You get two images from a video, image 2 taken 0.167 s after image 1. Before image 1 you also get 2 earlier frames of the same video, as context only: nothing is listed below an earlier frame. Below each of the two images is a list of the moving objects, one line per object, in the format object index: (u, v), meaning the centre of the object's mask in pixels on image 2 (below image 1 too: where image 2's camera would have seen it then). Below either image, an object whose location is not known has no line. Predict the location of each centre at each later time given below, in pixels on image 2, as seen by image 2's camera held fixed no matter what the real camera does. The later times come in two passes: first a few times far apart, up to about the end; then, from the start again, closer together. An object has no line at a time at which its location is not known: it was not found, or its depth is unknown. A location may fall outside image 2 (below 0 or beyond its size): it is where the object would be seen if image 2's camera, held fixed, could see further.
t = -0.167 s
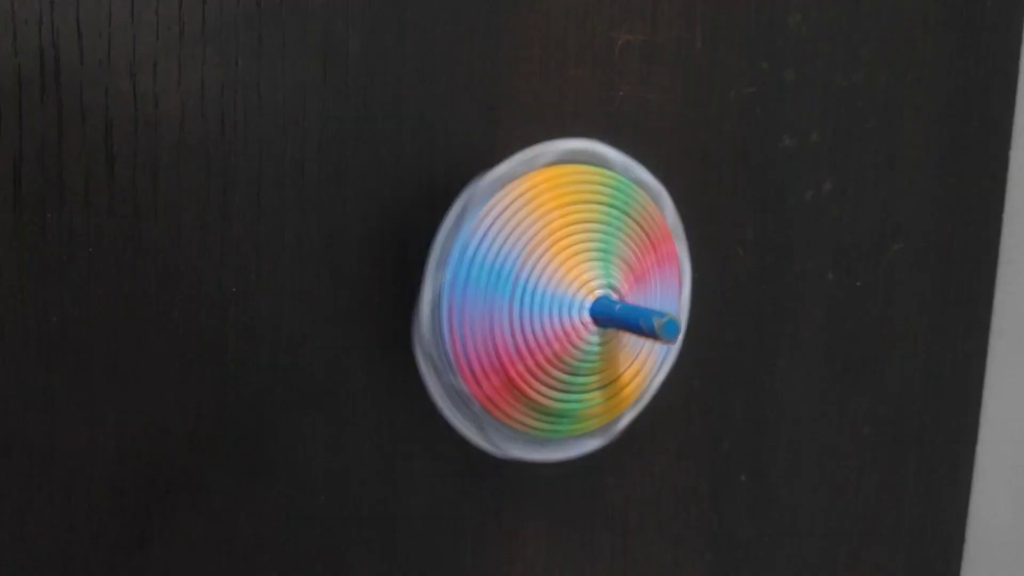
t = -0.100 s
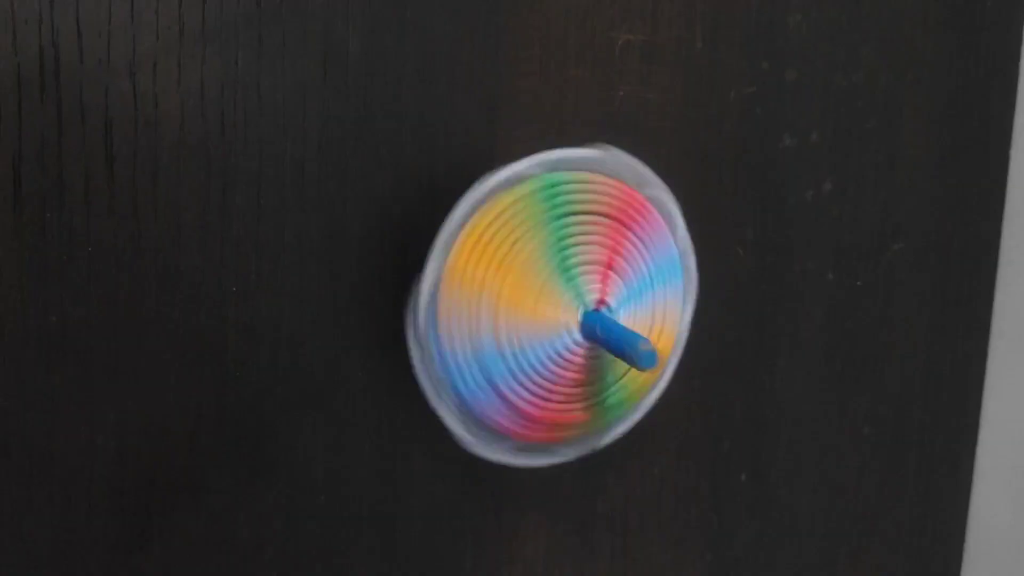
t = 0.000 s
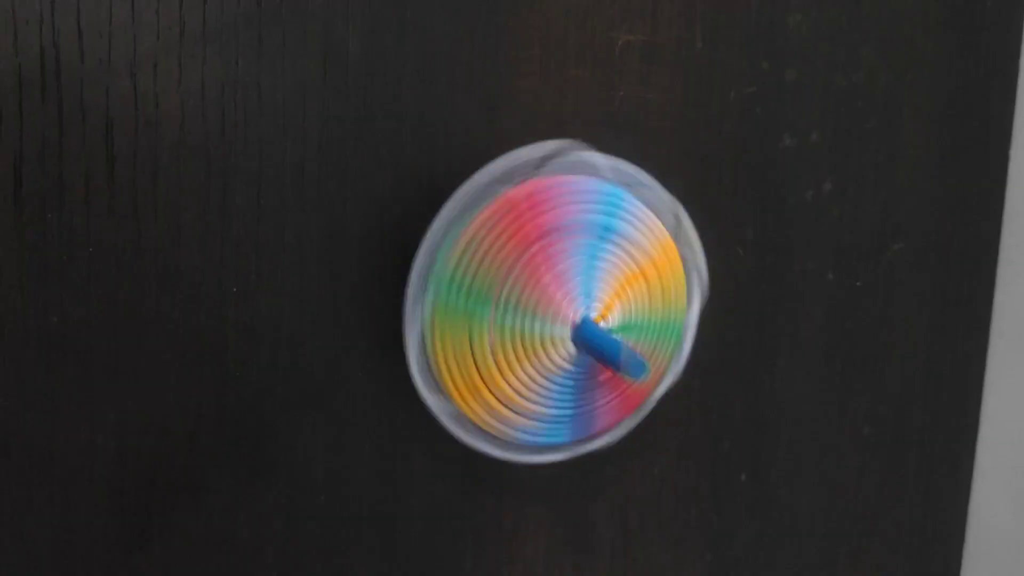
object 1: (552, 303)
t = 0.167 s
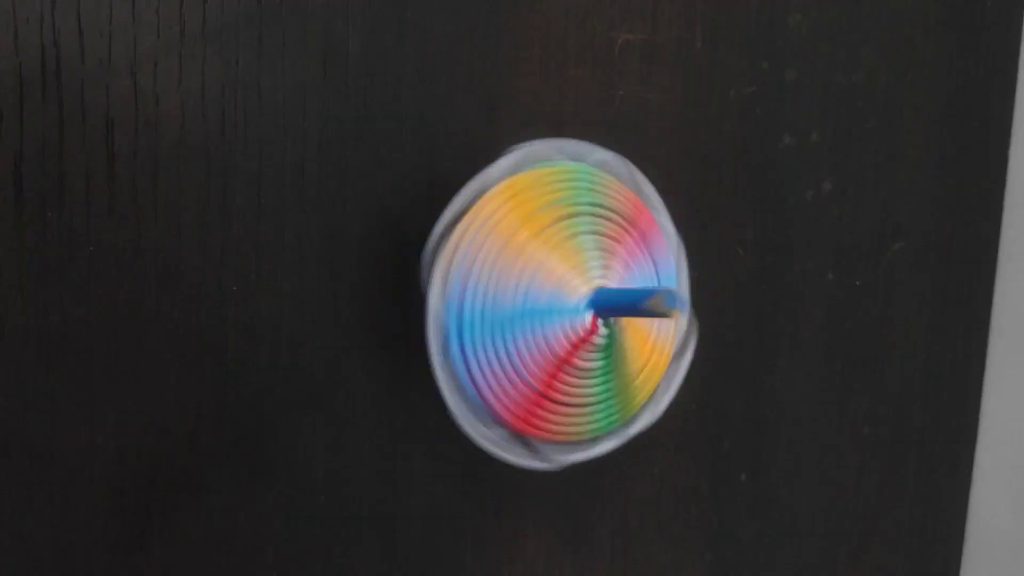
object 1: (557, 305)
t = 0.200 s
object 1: (564, 316)
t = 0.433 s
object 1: (562, 318)
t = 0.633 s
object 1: (557, 303)
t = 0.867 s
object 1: (557, 312)
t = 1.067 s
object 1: (567, 319)
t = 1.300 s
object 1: (557, 318)
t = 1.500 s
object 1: (559, 326)
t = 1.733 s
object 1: (560, 330)
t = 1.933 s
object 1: (557, 332)
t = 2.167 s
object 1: (560, 358)
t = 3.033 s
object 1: (544, 304)
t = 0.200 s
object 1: (564, 316)
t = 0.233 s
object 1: (554, 307)
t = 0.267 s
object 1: (555, 306)
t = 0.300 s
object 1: (555, 304)
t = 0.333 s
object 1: (554, 312)
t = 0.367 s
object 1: (543, 310)
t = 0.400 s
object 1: (555, 307)
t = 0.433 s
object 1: (562, 318)
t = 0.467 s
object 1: (555, 307)
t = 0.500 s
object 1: (555, 307)
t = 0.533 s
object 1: (554, 302)
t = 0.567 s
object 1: (555, 308)
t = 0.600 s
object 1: (548, 306)
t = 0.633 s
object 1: (557, 303)
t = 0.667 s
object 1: (564, 312)
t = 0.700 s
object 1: (557, 307)
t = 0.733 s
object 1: (556, 308)
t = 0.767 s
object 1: (552, 306)
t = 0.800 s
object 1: (562, 312)
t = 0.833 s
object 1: (556, 320)
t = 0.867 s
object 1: (557, 312)
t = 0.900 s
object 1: (561, 313)
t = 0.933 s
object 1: (558, 312)
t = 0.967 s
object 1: (558, 321)
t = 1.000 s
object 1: (550, 321)
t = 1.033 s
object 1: (558, 315)
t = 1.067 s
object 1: (567, 319)
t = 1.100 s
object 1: (558, 316)
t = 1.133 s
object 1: (555, 319)
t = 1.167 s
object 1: (554, 319)
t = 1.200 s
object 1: (564, 318)
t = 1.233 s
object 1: (565, 325)
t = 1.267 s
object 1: (555, 317)
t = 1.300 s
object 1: (557, 318)
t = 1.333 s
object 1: (557, 321)
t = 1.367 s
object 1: (565, 325)
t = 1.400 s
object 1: (557, 327)
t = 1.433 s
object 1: (552, 318)
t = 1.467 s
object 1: (558, 319)
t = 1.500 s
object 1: (559, 326)
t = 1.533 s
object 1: (562, 329)
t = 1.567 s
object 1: (557, 328)
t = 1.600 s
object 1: (554, 319)
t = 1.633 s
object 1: (563, 321)
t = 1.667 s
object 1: (562, 333)
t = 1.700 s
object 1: (562, 330)
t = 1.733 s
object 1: (560, 330)
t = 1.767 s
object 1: (559, 325)
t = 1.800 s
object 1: (567, 333)
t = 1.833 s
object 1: (563, 343)
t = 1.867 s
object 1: (562, 335)
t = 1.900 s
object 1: (560, 335)
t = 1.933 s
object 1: (557, 332)
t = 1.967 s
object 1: (570, 341)
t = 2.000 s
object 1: (567, 350)
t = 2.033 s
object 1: (560, 339)
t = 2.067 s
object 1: (560, 342)
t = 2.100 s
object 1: (559, 347)
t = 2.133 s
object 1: (567, 355)
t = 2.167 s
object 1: (560, 358)
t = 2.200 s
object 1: (551, 349)
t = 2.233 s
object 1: (557, 348)
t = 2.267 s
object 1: (569, 358)
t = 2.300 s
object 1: (566, 351)
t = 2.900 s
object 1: (547, 332)
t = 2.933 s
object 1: (546, 325)
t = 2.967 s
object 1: (540, 317)
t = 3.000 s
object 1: (534, 308)
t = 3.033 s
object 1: (544, 304)
